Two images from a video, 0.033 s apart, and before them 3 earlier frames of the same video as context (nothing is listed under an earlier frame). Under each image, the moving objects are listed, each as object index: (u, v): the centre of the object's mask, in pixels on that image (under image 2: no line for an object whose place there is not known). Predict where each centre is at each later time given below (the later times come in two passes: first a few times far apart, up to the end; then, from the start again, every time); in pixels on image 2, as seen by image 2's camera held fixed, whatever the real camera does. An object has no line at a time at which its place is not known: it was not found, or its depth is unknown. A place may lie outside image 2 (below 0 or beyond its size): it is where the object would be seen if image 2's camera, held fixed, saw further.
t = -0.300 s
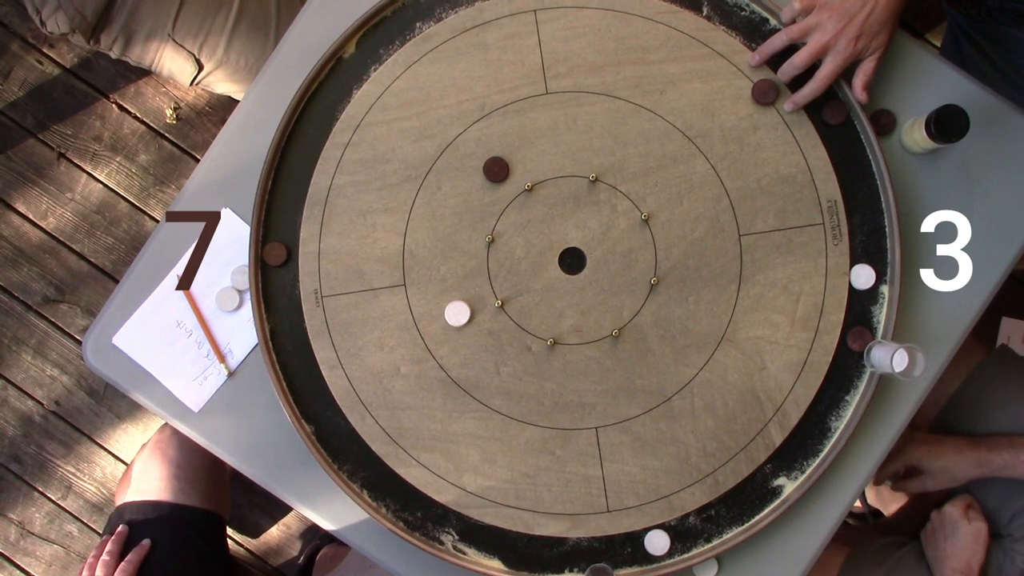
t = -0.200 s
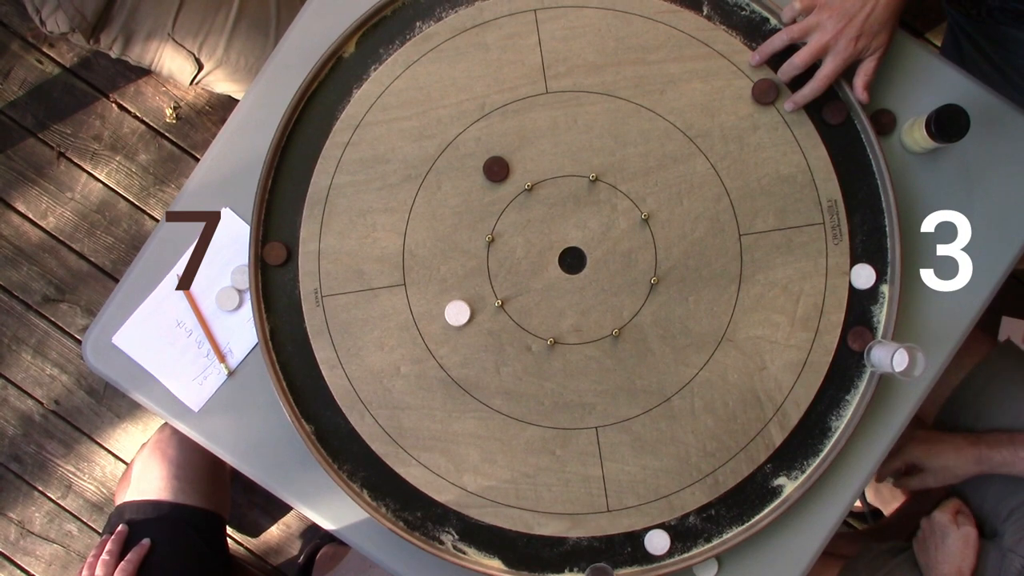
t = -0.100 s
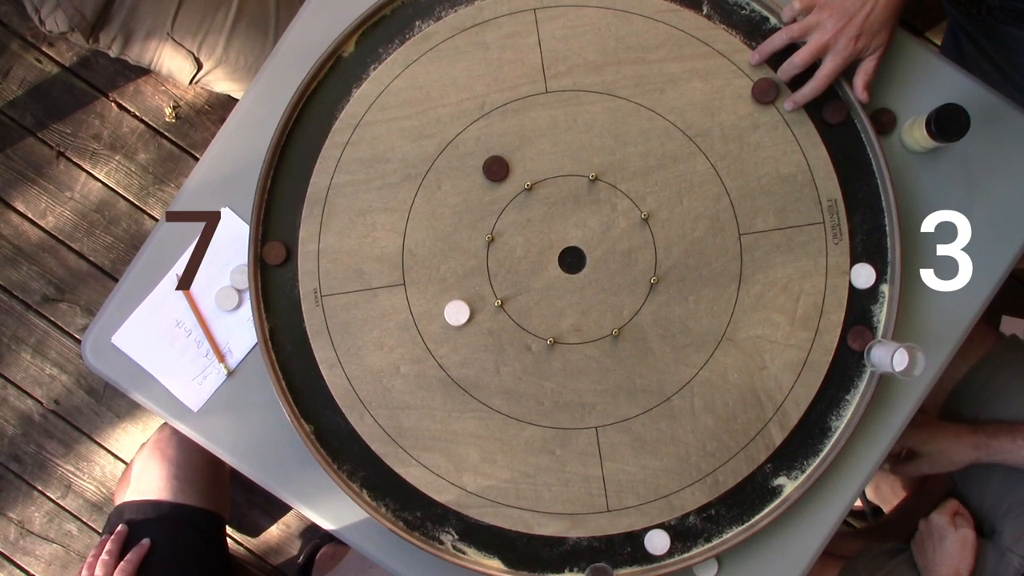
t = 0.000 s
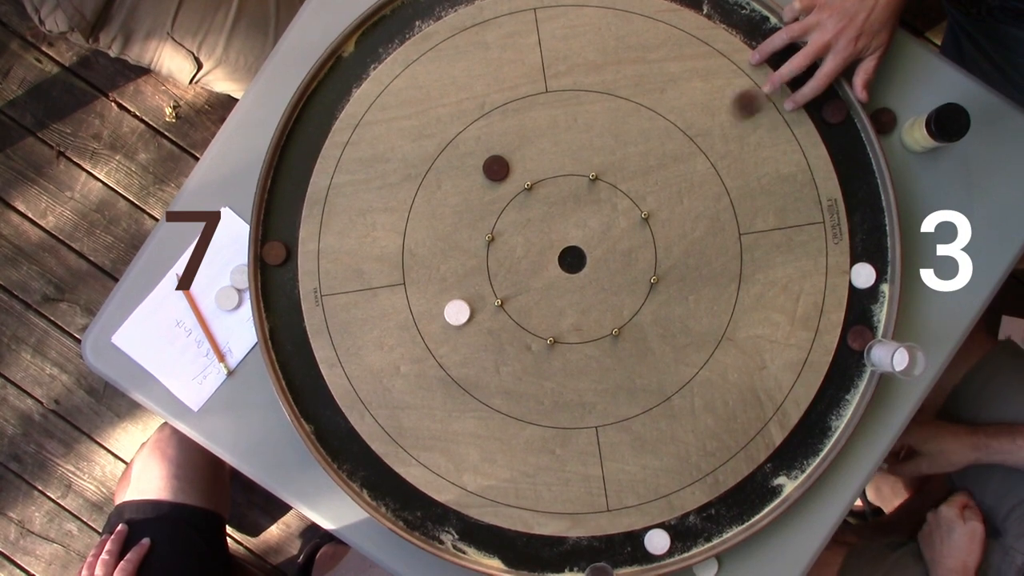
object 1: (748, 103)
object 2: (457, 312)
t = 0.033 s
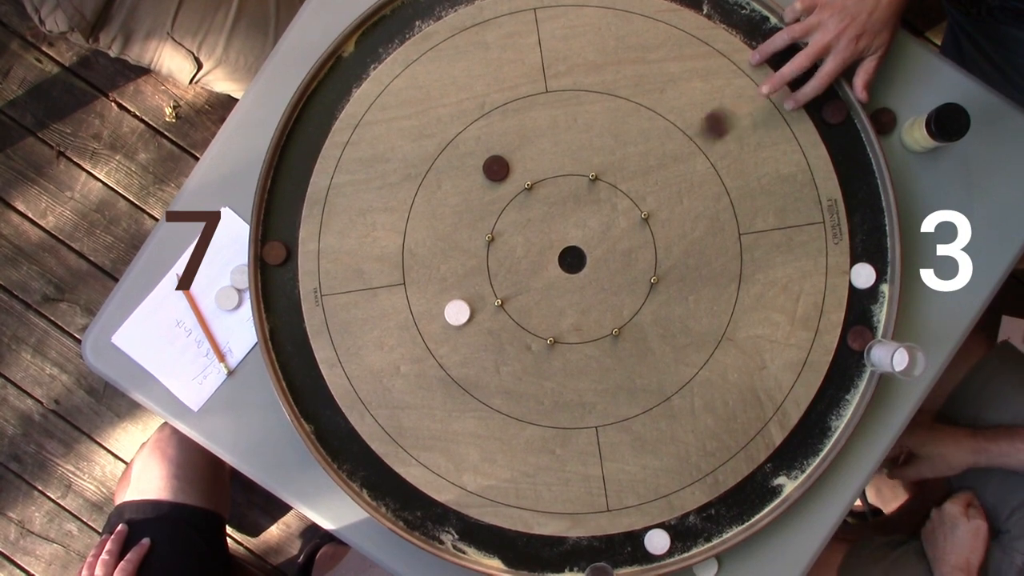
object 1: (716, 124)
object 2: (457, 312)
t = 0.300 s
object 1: (490, 274)
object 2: (457, 312)
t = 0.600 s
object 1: (400, 263)
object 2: (378, 446)
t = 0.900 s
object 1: (386, 256)
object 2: (369, 476)
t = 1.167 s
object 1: (387, 255)
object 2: (369, 477)
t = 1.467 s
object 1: (387, 255)
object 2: (369, 477)
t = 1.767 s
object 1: (387, 255)
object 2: (369, 477)
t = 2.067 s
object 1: (387, 256)
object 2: (369, 477)
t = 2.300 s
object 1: (387, 255)
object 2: (369, 477)
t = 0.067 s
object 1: (685, 145)
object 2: (457, 312)
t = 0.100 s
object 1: (656, 164)
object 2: (457, 312)
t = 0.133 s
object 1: (627, 183)
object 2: (457, 312)
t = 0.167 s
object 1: (598, 203)
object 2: (457, 312)
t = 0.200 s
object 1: (571, 220)
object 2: (457, 312)
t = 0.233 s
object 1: (543, 239)
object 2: (457, 312)
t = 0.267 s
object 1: (517, 257)
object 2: (457, 312)
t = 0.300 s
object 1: (490, 274)
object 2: (457, 312)
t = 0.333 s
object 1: (469, 288)
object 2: (455, 315)
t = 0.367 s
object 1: (457, 284)
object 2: (444, 334)
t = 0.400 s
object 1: (446, 280)
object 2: (433, 352)
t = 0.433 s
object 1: (436, 277)
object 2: (422, 370)
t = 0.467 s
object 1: (427, 273)
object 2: (412, 387)
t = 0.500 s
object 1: (418, 271)
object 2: (402, 403)
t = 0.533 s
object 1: (411, 268)
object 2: (394, 418)
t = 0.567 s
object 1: (405, 265)
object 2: (385, 433)
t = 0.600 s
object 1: (400, 263)
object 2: (378, 446)
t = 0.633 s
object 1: (395, 261)
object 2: (371, 458)
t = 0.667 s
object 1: (392, 259)
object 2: (365, 468)
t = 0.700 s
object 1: (389, 258)
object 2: (361, 477)
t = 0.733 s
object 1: (387, 257)
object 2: (367, 473)
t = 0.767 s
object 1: (386, 257)
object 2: (373, 469)
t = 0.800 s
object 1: (386, 256)
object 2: (373, 470)
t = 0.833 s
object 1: (385, 256)
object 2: (371, 473)
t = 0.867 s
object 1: (386, 256)
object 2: (370, 475)
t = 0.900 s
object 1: (386, 256)
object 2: (369, 476)
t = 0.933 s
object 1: (386, 256)
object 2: (369, 477)
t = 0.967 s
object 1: (386, 256)
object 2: (369, 477)
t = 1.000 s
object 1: (386, 256)
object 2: (369, 477)
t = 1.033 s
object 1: (386, 256)
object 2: (369, 477)
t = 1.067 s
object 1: (386, 256)
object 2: (369, 477)
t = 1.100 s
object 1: (387, 256)
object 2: (369, 477)
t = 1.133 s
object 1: (387, 255)
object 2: (369, 477)
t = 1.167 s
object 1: (387, 255)
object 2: (369, 477)
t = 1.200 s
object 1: (387, 255)
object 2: (369, 477)
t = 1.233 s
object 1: (387, 255)
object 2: (369, 477)
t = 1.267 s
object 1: (387, 255)
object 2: (369, 477)
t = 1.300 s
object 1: (387, 255)
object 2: (369, 477)
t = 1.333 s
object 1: (387, 255)
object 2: (369, 477)
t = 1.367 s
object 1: (387, 255)
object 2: (369, 477)
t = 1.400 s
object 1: (387, 255)
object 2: (369, 477)
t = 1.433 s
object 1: (387, 255)
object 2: (369, 477)
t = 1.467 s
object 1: (387, 255)
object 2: (369, 477)
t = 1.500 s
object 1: (387, 255)
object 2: (369, 477)
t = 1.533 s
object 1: (387, 255)
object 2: (369, 477)
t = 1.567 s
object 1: (387, 255)
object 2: (368, 477)
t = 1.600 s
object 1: (387, 255)
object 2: (369, 477)
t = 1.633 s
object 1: (387, 255)
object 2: (369, 477)
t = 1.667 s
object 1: (387, 255)
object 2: (369, 477)
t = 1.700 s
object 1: (387, 255)
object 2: (369, 477)
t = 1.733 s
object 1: (387, 255)
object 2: (369, 477)
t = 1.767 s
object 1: (387, 255)
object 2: (369, 477)
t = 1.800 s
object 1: (387, 255)
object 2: (369, 477)
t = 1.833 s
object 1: (387, 255)
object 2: (369, 477)
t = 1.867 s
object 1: (387, 255)
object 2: (368, 477)
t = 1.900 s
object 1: (387, 255)
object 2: (369, 477)
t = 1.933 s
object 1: (387, 255)
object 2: (369, 477)
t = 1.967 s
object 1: (387, 255)
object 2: (369, 477)
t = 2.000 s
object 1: (387, 255)
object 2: (369, 477)
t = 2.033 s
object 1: (387, 255)
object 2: (369, 477)
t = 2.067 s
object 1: (387, 256)
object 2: (369, 477)
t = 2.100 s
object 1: (387, 255)
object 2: (369, 477)
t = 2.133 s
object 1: (387, 255)
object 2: (369, 477)
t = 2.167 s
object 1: (387, 255)
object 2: (369, 477)
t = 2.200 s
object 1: (387, 255)
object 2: (369, 477)
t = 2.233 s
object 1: (387, 255)
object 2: (369, 477)
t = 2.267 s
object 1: (387, 255)
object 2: (369, 477)
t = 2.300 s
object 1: (387, 255)
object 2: (369, 477)
